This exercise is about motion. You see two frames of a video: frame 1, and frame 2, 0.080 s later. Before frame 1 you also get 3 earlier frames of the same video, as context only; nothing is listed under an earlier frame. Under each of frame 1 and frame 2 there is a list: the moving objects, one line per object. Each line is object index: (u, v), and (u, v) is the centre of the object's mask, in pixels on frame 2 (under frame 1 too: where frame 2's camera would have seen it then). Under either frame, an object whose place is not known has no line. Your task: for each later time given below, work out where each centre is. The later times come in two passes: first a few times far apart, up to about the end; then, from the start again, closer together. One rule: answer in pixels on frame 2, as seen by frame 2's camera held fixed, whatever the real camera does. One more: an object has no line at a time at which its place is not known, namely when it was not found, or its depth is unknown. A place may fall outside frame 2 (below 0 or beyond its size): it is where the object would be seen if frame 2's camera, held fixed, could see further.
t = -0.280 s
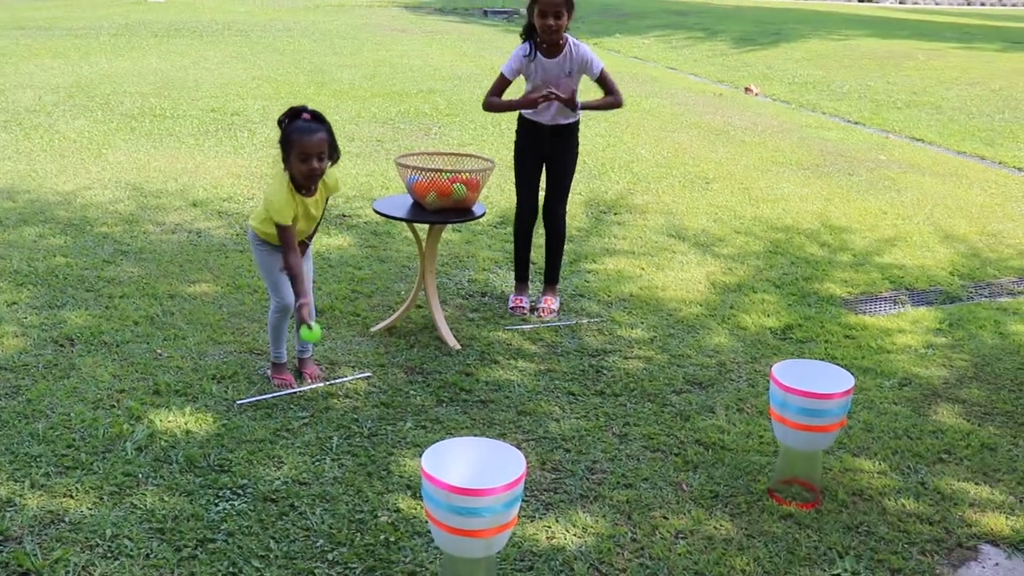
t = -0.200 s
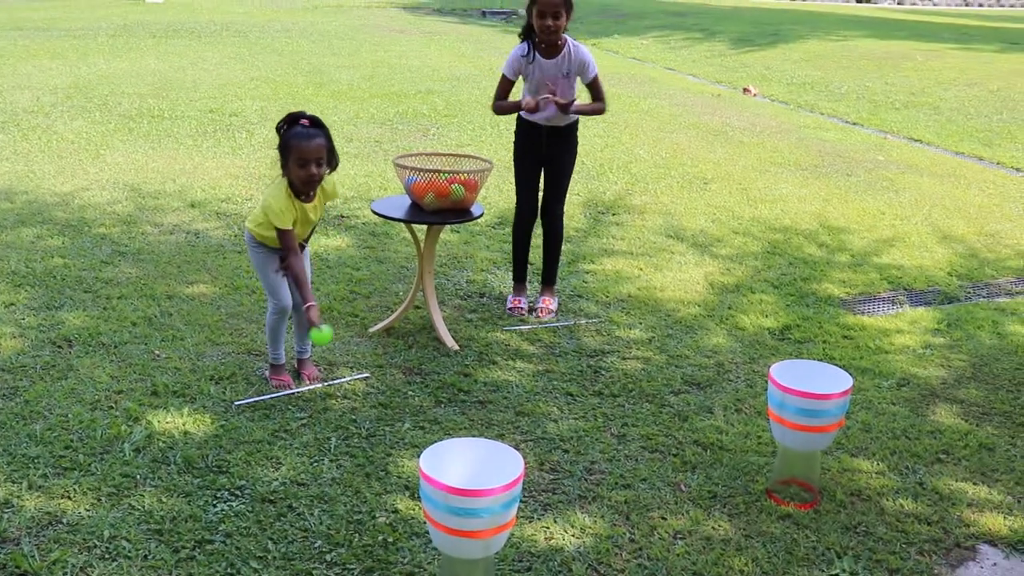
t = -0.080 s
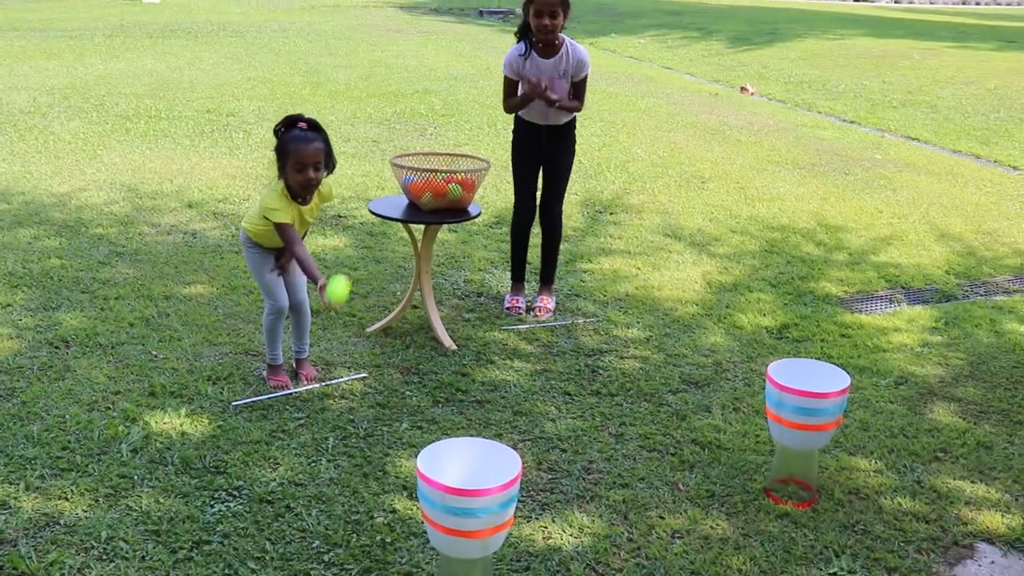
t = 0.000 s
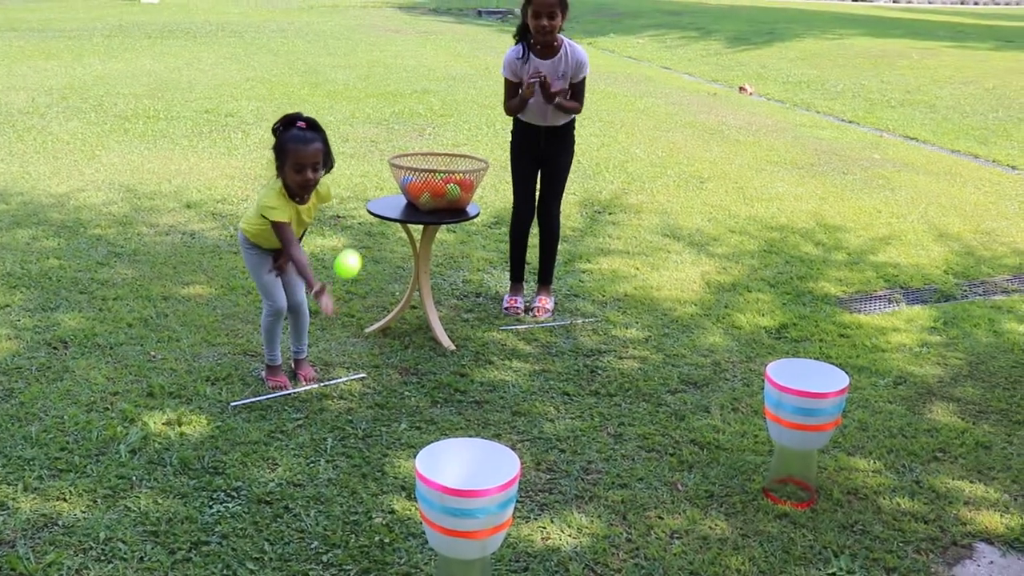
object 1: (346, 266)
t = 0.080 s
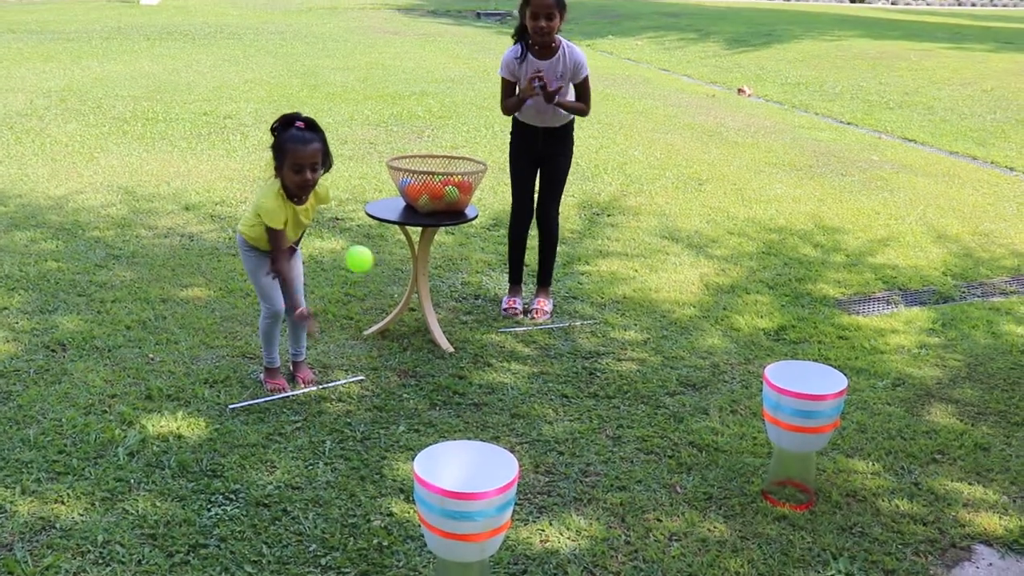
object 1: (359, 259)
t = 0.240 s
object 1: (391, 316)
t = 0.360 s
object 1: (417, 423)
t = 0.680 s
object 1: (412, 507)
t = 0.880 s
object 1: (395, 478)
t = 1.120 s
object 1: (376, 447)
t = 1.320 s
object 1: (373, 431)
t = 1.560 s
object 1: (364, 414)
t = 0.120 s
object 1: (366, 263)
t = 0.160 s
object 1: (373, 273)
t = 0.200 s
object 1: (381, 290)
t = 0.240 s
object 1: (391, 316)
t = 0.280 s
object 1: (399, 344)
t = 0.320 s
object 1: (408, 380)
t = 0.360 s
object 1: (417, 423)
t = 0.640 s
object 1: (413, 510)
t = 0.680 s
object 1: (412, 507)
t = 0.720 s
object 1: (410, 508)
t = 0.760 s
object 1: (408, 502)
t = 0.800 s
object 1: (404, 489)
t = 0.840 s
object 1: (401, 482)
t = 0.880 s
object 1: (395, 478)
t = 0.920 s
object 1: (389, 472)
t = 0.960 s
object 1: (385, 465)
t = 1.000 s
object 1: (382, 458)
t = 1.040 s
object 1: (379, 456)
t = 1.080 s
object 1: (376, 451)
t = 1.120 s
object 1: (376, 447)
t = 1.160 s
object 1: (375, 444)
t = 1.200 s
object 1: (374, 441)
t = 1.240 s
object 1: (373, 437)
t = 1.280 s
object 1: (373, 433)
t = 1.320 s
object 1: (373, 431)
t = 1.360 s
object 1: (371, 427)
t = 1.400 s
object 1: (370, 425)
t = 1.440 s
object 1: (369, 422)
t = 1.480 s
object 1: (367, 419)
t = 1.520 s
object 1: (365, 417)
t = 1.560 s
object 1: (364, 414)
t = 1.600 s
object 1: (364, 412)
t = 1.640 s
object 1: (363, 410)
